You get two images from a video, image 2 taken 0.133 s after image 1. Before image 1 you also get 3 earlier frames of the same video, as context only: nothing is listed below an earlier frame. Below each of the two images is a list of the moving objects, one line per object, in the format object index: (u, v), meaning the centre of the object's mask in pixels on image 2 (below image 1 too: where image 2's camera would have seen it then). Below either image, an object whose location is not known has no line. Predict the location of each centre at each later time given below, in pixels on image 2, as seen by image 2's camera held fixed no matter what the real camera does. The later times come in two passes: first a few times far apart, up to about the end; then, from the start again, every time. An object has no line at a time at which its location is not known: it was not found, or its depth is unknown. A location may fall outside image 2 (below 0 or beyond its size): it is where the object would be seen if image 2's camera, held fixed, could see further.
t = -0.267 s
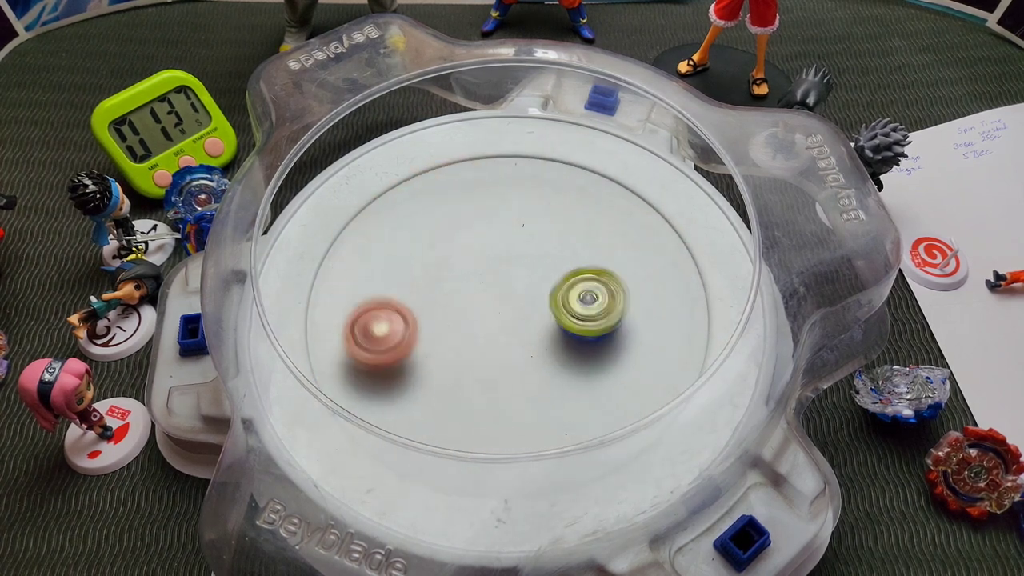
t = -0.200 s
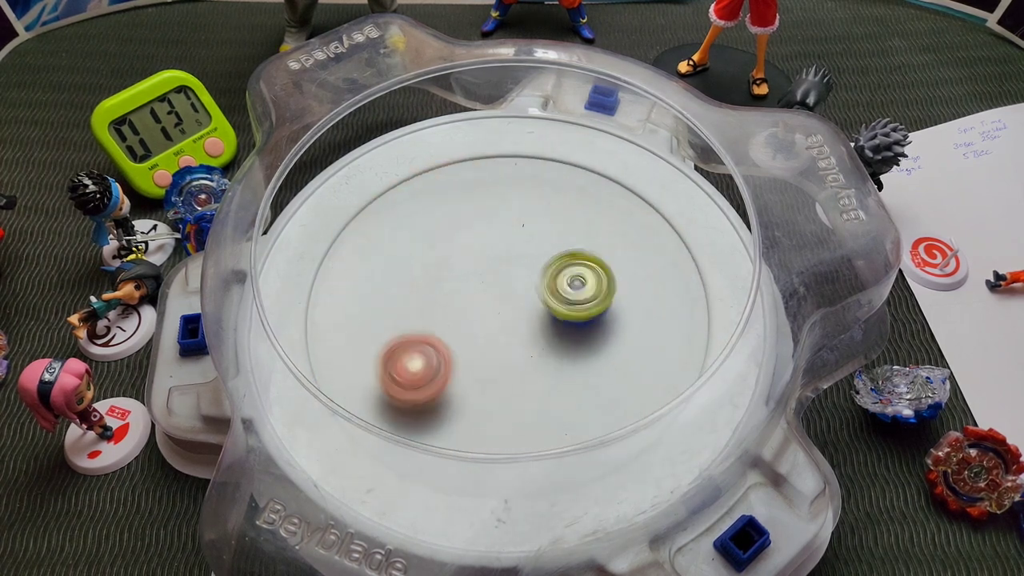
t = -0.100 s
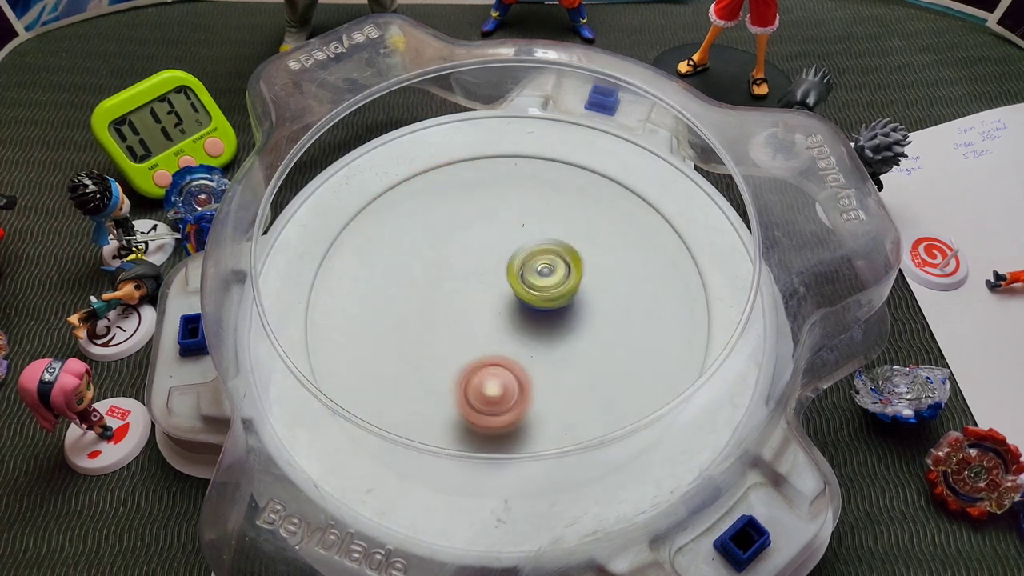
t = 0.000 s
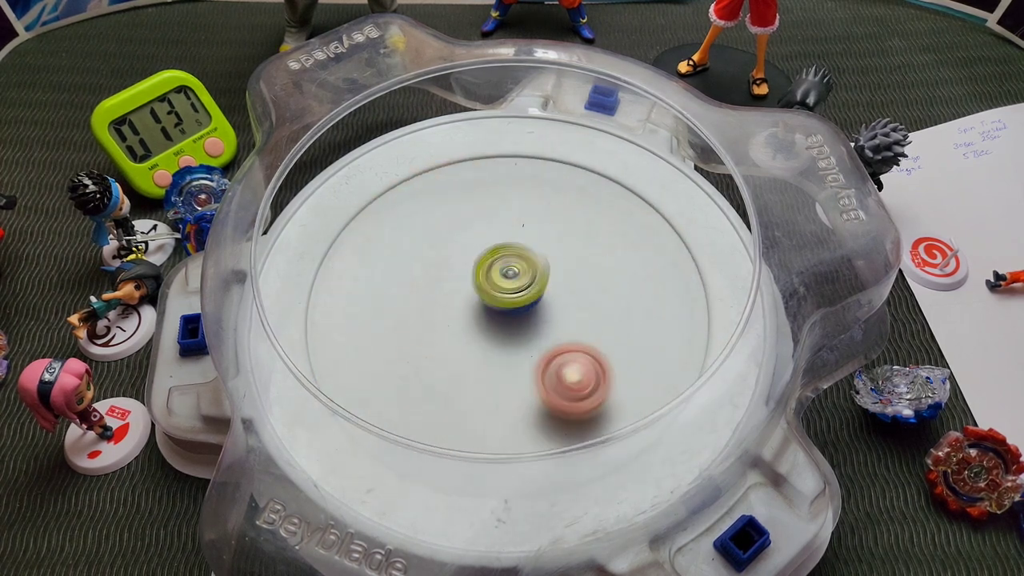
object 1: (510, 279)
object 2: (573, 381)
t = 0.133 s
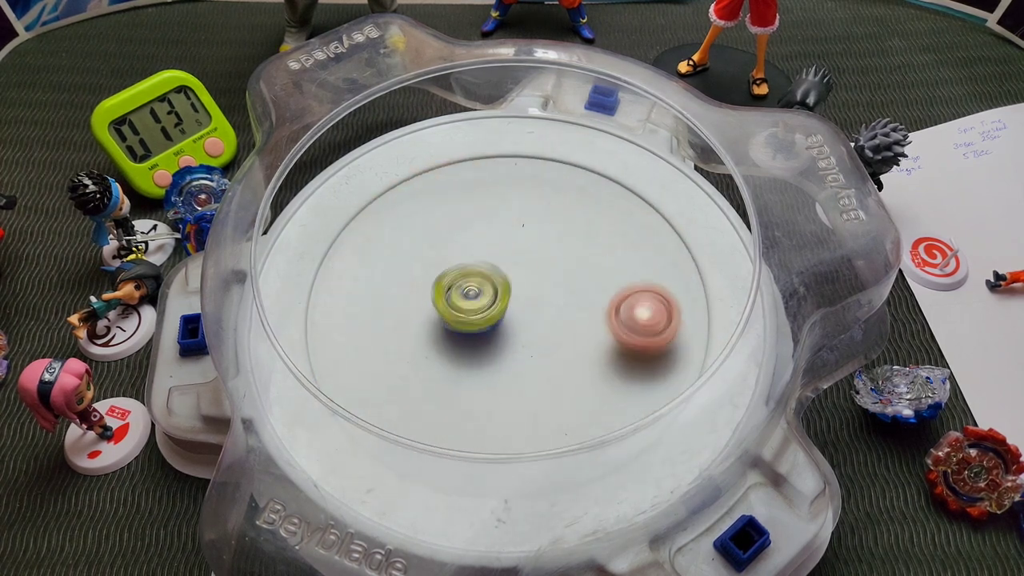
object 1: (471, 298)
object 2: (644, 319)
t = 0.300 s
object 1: (456, 340)
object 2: (634, 224)
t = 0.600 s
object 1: (527, 334)
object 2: (455, 223)
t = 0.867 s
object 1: (516, 271)
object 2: (427, 377)
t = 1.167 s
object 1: (469, 276)
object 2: (625, 393)
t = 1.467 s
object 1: (510, 323)
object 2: (576, 241)
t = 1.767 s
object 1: (562, 307)
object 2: (395, 261)
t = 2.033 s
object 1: (533, 286)
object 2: (412, 399)
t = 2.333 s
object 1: (481, 307)
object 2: (601, 333)
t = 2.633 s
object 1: (485, 335)
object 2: (543, 195)
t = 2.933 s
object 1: (527, 312)
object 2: (407, 264)
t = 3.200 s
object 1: (536, 284)
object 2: (498, 387)
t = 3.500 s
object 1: (520, 280)
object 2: (656, 313)
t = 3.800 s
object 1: (498, 298)
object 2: (529, 225)
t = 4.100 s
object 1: (491, 341)
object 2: (382, 287)
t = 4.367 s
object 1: (526, 336)
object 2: (439, 399)
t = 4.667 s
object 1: (608, 308)
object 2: (542, 369)
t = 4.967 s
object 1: (612, 316)
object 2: (460, 372)
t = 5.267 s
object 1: (521, 310)
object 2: (440, 335)
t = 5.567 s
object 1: (514, 305)
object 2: (412, 329)
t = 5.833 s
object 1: (607, 325)
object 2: (368, 301)
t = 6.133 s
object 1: (582, 337)
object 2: (451, 308)
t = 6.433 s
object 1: (584, 313)
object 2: (518, 230)
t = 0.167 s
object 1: (465, 306)
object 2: (651, 299)
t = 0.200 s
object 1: (461, 315)
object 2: (653, 280)
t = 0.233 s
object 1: (457, 322)
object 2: (650, 260)
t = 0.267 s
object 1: (455, 331)
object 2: (644, 241)
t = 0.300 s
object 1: (456, 340)
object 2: (634, 224)
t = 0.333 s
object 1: (460, 347)
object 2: (619, 210)
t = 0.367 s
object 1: (464, 352)
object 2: (601, 199)
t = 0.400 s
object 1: (472, 357)
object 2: (581, 192)
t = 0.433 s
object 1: (485, 358)
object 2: (560, 188)
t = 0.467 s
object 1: (494, 357)
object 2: (537, 188)
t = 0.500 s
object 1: (503, 354)
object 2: (515, 192)
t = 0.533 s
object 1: (515, 349)
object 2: (494, 199)
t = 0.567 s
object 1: (521, 342)
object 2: (473, 211)
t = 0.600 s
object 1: (527, 334)
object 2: (455, 223)
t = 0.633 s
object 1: (532, 326)
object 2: (440, 238)
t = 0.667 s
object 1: (533, 317)
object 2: (428, 256)
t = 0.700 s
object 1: (533, 308)
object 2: (419, 274)
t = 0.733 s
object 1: (533, 300)
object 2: (414, 294)
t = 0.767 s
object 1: (529, 291)
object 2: (411, 316)
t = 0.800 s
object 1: (526, 284)
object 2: (412, 336)
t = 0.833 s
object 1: (523, 278)
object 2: (417, 357)
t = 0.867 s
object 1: (516, 271)
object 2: (427, 377)
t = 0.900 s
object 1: (510, 267)
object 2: (441, 394)
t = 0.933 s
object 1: (505, 264)
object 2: (460, 407)
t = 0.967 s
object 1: (497, 261)
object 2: (482, 418)
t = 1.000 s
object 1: (491, 261)
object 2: (507, 423)
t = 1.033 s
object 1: (486, 261)
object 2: (532, 424)
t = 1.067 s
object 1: (478, 263)
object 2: (558, 422)
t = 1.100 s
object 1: (476, 268)
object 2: (582, 415)
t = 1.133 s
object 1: (472, 270)
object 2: (606, 405)
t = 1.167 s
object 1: (469, 276)
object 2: (625, 393)
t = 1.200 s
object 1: (471, 282)
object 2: (641, 378)
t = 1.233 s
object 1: (468, 286)
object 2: (649, 358)
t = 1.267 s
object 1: (470, 294)
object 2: (651, 336)
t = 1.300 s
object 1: (475, 299)
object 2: (649, 316)
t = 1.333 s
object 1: (478, 305)
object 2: (640, 297)
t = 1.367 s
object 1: (486, 312)
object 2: (628, 279)
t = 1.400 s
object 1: (491, 316)
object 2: (613, 264)
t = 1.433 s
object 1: (499, 319)
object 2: (596, 251)
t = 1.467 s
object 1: (510, 323)
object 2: (576, 241)
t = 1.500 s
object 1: (516, 324)
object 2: (556, 233)
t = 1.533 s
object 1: (526, 326)
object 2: (535, 228)
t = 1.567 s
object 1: (532, 324)
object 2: (513, 225)
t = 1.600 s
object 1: (540, 323)
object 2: (491, 225)
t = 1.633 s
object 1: (549, 321)
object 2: (470, 227)
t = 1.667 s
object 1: (552, 319)
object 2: (448, 232)
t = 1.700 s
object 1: (559, 317)
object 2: (429, 238)
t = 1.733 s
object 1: (561, 310)
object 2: (411, 248)
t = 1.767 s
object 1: (562, 307)
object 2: (395, 261)
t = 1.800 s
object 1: (565, 302)
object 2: (382, 275)
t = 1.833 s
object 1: (562, 298)
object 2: (372, 292)
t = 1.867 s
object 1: (561, 296)
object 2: (366, 310)
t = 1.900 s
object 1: (555, 291)
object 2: (364, 329)
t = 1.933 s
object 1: (551, 291)
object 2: (367, 349)
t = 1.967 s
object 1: (545, 288)
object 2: (377, 369)
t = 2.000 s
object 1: (537, 287)
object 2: (391, 387)
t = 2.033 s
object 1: (533, 286)
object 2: (412, 399)
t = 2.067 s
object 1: (525, 288)
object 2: (437, 408)
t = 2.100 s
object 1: (521, 289)
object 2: (462, 412)
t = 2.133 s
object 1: (512, 290)
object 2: (489, 411)
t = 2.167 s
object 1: (508, 294)
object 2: (515, 405)
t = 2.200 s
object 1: (500, 294)
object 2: (538, 397)
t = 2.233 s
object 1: (494, 299)
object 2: (558, 385)
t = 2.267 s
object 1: (489, 301)
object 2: (576, 369)
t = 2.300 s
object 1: (484, 305)
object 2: (591, 352)
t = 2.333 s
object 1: (481, 307)
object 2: (601, 333)
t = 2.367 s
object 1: (476, 312)
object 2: (607, 316)
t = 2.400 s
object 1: (476, 317)
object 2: (610, 296)
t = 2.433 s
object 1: (472, 320)
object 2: (609, 278)
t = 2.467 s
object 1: (475, 325)
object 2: (605, 258)
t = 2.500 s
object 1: (472, 327)
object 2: (598, 241)
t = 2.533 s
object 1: (476, 332)
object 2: (589, 228)
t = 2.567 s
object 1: (477, 332)
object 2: (576, 214)
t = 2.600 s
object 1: (482, 336)
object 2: (560, 202)
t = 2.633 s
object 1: (485, 335)
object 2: (543, 195)
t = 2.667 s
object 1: (491, 336)
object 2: (524, 190)
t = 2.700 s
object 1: (496, 334)
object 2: (505, 187)
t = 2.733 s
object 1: (501, 334)
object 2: (486, 188)
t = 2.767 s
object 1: (506, 330)
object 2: (466, 193)
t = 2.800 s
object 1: (512, 328)
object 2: (449, 203)
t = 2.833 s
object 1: (516, 324)
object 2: (433, 214)
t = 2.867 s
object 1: (520, 321)
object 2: (421, 228)
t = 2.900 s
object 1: (525, 316)
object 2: (412, 245)
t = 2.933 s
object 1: (527, 312)
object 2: (407, 264)
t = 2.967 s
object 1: (531, 307)
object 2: (406, 282)
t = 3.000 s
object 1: (532, 304)
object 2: (408, 303)
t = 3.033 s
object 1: (535, 299)
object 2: (415, 322)
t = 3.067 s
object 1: (535, 296)
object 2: (425, 339)
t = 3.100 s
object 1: (537, 291)
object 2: (438, 357)
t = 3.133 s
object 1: (537, 289)
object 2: (454, 370)
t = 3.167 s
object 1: (537, 285)
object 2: (476, 381)
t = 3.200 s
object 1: (536, 284)
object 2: (498, 387)
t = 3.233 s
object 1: (536, 281)
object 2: (521, 392)
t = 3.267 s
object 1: (535, 280)
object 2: (545, 393)
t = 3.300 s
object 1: (533, 277)
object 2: (568, 391)
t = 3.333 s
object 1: (532, 278)
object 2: (590, 385)
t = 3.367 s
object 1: (530, 276)
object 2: (611, 375)
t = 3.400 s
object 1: (530, 278)
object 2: (629, 363)
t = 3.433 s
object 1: (525, 277)
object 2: (642, 349)
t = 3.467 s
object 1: (526, 279)
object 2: (652, 331)
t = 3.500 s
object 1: (520, 280)
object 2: (656, 313)
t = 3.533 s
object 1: (520, 281)
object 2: (655, 295)
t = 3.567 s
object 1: (514, 282)
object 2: (649, 279)
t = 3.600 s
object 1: (515, 284)
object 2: (639, 262)
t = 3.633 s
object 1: (511, 287)
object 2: (625, 249)
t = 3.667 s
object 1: (510, 288)
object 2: (609, 239)
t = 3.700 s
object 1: (507, 292)
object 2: (590, 230)
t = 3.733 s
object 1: (505, 293)
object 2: (571, 226)
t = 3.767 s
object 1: (502, 296)
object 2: (550, 223)
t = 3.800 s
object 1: (498, 298)
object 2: (529, 225)
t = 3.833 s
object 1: (498, 302)
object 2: (509, 228)
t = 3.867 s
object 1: (494, 303)
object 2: (489, 235)
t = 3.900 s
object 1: (496, 309)
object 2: (470, 236)
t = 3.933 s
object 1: (495, 316)
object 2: (453, 238)
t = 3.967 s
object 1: (494, 322)
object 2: (435, 242)
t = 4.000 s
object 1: (491, 329)
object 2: (419, 249)
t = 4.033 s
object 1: (490, 333)
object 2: (404, 259)
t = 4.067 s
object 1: (491, 338)
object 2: (393, 271)
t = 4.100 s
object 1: (491, 341)
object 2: (382, 287)
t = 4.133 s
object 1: (497, 346)
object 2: (376, 302)
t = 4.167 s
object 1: (494, 347)
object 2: (374, 319)
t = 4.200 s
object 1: (498, 346)
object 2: (376, 338)
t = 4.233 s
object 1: (500, 348)
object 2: (384, 354)
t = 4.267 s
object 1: (499, 347)
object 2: (397, 369)
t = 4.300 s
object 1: (505, 347)
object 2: (416, 380)
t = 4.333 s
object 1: (511, 344)
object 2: (432, 389)
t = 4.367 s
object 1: (526, 336)
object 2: (439, 399)
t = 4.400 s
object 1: (536, 335)
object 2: (455, 405)
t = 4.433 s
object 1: (542, 337)
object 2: (475, 409)
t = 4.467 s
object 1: (546, 334)
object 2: (497, 406)
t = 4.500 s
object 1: (552, 329)
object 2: (518, 399)
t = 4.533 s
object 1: (564, 325)
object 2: (535, 390)
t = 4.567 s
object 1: (576, 320)
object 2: (545, 383)
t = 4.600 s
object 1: (587, 316)
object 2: (552, 376)
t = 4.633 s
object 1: (599, 317)
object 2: (550, 370)
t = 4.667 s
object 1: (608, 308)
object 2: (542, 369)
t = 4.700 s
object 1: (615, 304)
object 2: (532, 369)
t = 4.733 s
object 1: (623, 302)
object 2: (521, 370)
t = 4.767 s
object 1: (627, 304)
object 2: (510, 371)
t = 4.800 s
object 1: (630, 306)
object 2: (499, 371)
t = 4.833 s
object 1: (632, 307)
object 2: (489, 372)
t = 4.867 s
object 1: (630, 311)
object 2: (481, 372)
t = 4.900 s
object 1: (625, 313)
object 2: (472, 373)
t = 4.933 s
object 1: (617, 316)
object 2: (465, 372)
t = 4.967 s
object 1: (612, 316)
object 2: (460, 372)
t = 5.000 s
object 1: (606, 313)
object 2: (455, 371)
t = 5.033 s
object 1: (598, 311)
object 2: (453, 370)
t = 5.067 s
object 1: (590, 309)
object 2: (452, 366)
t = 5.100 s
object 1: (578, 310)
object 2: (453, 364)
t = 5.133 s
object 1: (567, 305)
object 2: (453, 359)
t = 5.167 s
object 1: (552, 306)
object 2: (452, 352)
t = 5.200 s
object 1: (541, 305)
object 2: (448, 346)
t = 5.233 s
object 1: (532, 307)
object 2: (445, 340)
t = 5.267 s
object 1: (521, 310)
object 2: (440, 335)
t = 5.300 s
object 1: (515, 308)
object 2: (430, 329)
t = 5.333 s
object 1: (516, 306)
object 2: (419, 326)
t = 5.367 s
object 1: (515, 306)
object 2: (409, 323)
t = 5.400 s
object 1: (514, 306)
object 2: (400, 324)
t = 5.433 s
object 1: (512, 305)
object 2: (396, 325)
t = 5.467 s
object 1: (511, 305)
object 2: (396, 327)
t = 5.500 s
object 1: (511, 305)
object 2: (399, 329)
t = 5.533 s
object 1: (511, 305)
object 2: (404, 329)
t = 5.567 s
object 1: (514, 305)
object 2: (412, 329)
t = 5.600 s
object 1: (514, 304)
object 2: (422, 327)
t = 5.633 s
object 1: (514, 304)
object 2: (434, 321)
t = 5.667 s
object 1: (530, 302)
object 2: (429, 313)
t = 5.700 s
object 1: (560, 305)
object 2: (413, 305)
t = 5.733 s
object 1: (583, 310)
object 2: (400, 300)
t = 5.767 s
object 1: (600, 317)
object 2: (389, 298)
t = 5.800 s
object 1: (607, 322)
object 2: (378, 298)
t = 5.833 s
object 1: (607, 325)
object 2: (368, 301)
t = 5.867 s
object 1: (606, 326)
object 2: (363, 304)
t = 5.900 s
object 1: (605, 327)
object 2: (362, 309)
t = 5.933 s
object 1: (604, 328)
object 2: (367, 314)
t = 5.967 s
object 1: (603, 328)
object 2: (376, 318)
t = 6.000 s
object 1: (602, 330)
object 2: (390, 321)
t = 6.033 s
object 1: (600, 332)
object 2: (407, 321)
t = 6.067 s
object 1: (596, 334)
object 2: (421, 318)
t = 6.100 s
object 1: (590, 337)
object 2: (436, 313)
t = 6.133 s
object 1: (582, 337)
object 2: (451, 308)
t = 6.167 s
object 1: (573, 334)
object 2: (464, 303)
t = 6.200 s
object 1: (564, 331)
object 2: (476, 297)
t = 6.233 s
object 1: (560, 326)
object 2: (489, 291)
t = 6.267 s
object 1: (560, 320)
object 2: (500, 283)
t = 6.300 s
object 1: (571, 316)
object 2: (503, 271)
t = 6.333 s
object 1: (578, 313)
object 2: (508, 261)
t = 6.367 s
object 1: (582, 313)
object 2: (512, 250)
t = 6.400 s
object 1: (584, 313)
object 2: (515, 240)
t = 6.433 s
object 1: (584, 313)
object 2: (518, 230)
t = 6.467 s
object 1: (583, 313)
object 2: (519, 222)
